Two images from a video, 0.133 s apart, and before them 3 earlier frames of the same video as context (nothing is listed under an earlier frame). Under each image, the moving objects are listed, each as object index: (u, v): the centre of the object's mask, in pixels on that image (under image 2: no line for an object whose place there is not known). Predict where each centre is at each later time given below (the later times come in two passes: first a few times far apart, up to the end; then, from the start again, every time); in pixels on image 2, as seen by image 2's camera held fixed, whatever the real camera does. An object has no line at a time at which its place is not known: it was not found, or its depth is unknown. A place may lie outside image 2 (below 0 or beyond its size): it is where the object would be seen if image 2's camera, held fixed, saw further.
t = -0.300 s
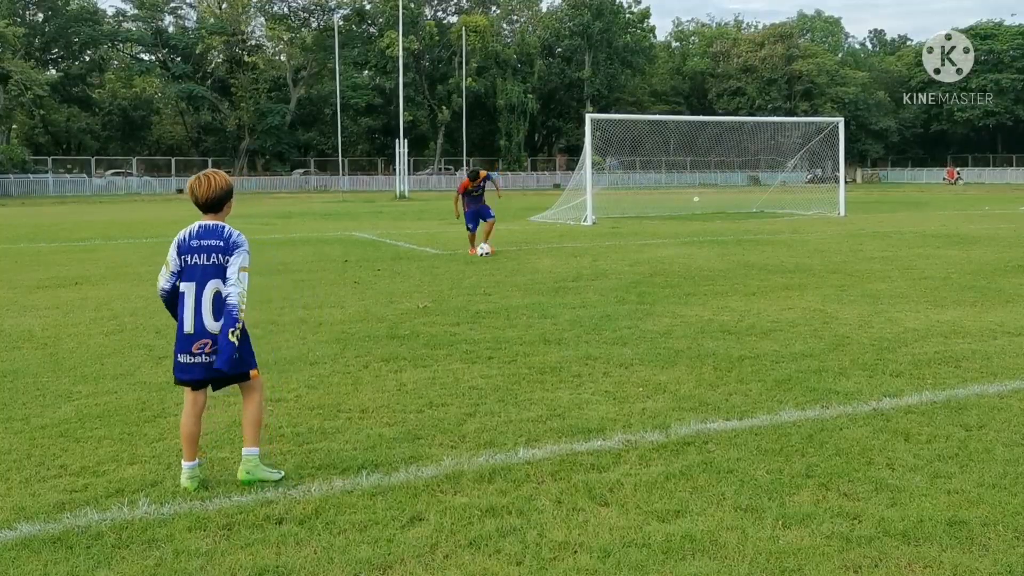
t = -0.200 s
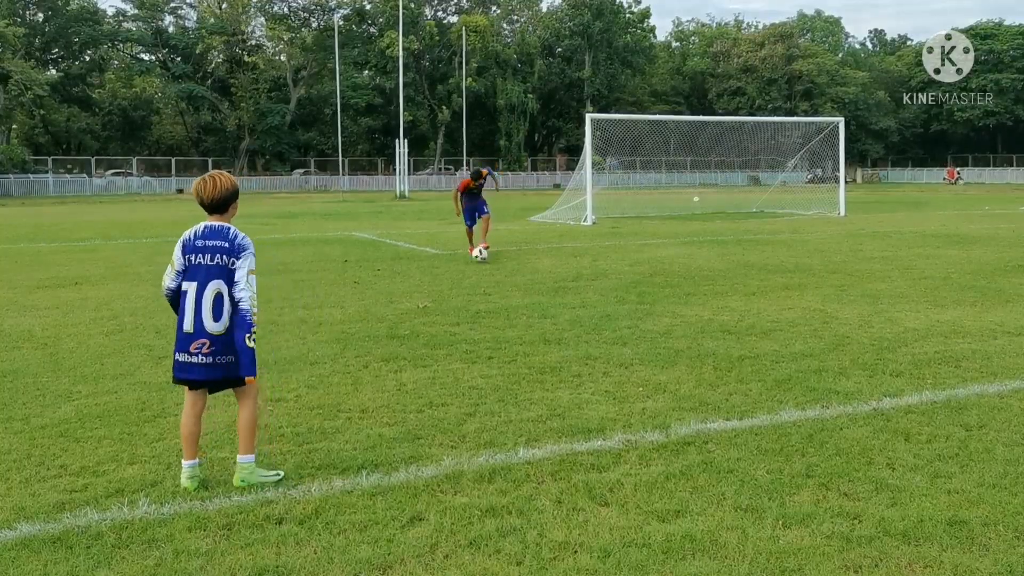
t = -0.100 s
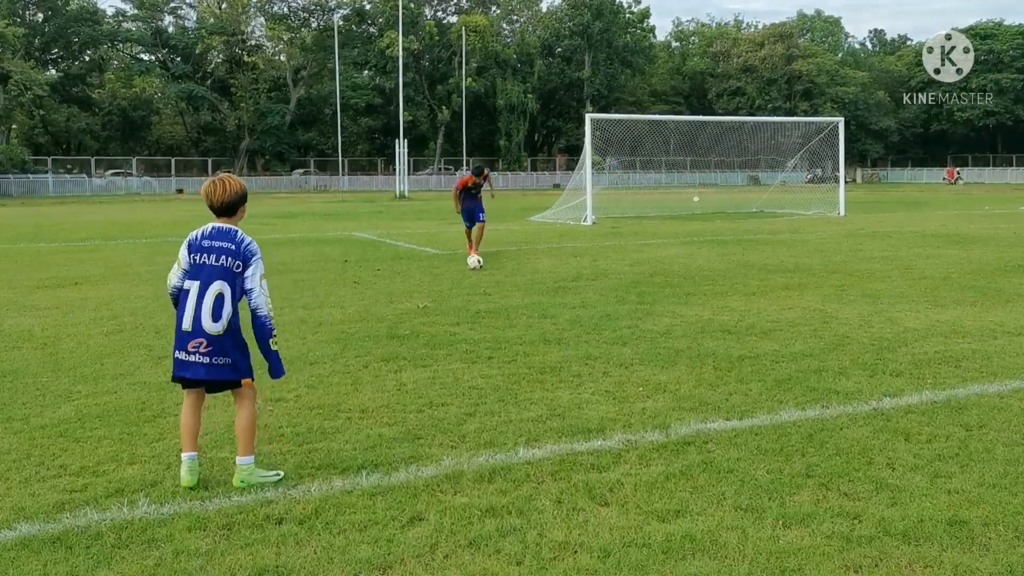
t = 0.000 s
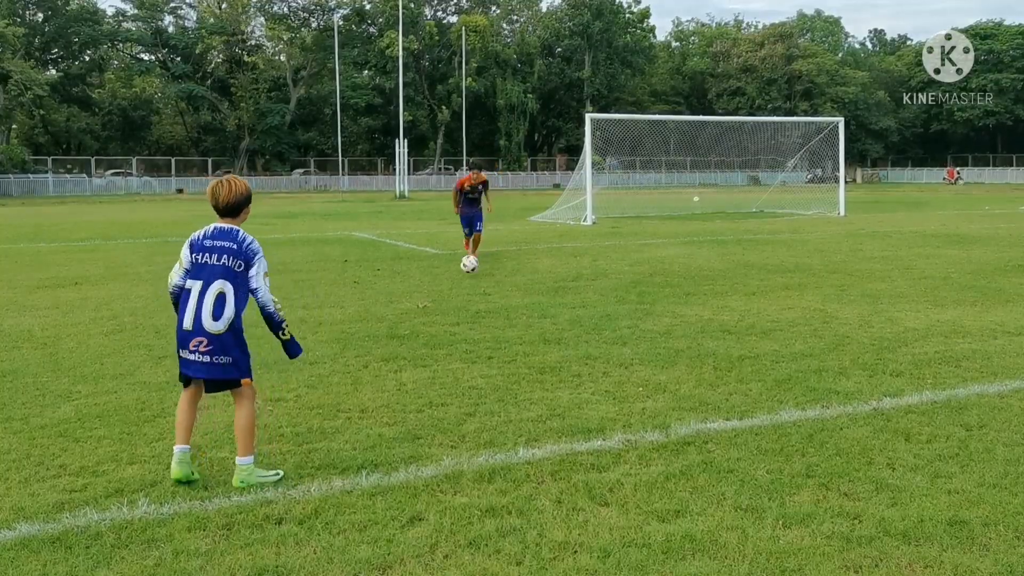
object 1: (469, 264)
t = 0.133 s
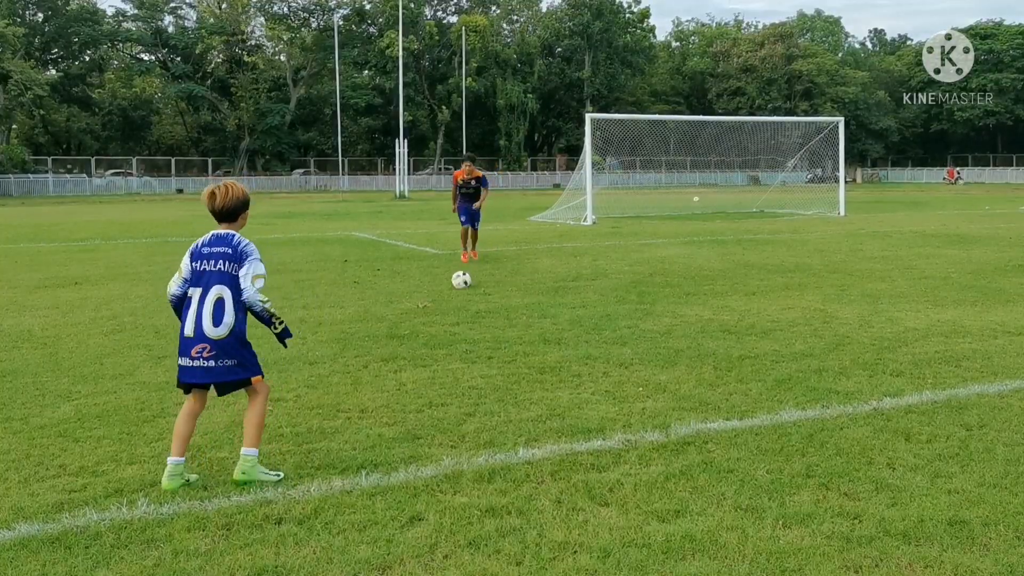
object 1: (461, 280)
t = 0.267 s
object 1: (450, 280)
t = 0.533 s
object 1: (423, 309)
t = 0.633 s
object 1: (412, 316)
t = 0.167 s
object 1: (459, 280)
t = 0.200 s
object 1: (456, 279)
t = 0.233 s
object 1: (453, 279)
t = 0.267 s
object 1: (450, 280)
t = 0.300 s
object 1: (447, 283)
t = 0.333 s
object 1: (444, 286)
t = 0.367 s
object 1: (441, 291)
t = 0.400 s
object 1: (437, 297)
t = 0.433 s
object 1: (433, 305)
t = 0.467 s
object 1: (430, 309)
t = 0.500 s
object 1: (427, 309)
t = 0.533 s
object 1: (423, 309)
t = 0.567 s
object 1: (420, 310)
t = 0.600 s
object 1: (416, 312)
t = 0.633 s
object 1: (412, 316)
